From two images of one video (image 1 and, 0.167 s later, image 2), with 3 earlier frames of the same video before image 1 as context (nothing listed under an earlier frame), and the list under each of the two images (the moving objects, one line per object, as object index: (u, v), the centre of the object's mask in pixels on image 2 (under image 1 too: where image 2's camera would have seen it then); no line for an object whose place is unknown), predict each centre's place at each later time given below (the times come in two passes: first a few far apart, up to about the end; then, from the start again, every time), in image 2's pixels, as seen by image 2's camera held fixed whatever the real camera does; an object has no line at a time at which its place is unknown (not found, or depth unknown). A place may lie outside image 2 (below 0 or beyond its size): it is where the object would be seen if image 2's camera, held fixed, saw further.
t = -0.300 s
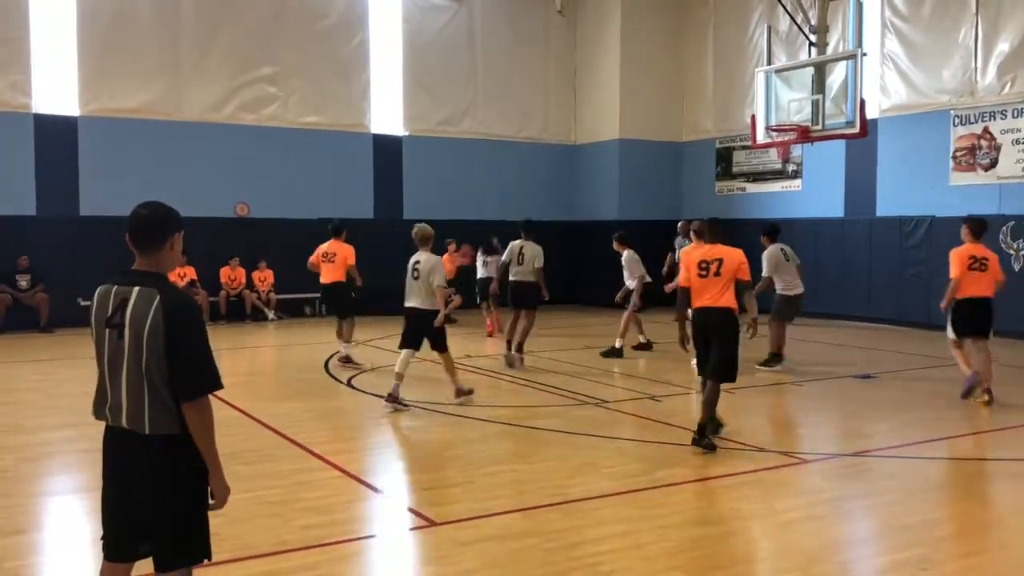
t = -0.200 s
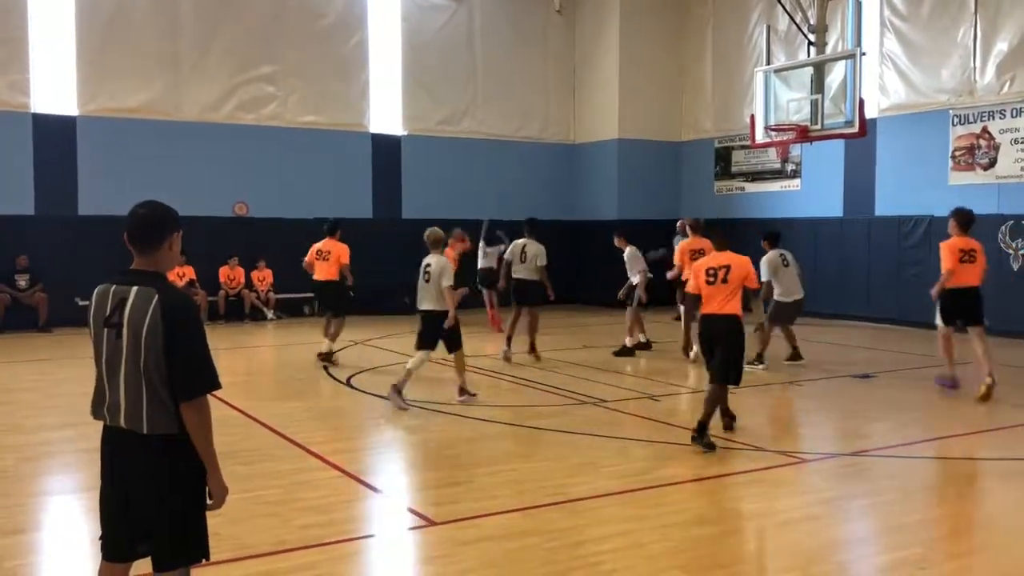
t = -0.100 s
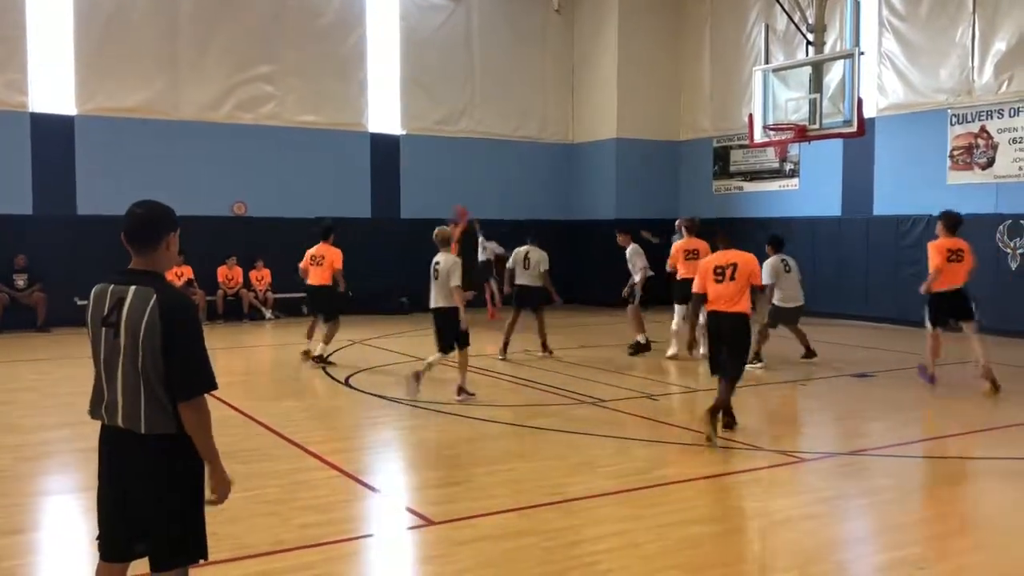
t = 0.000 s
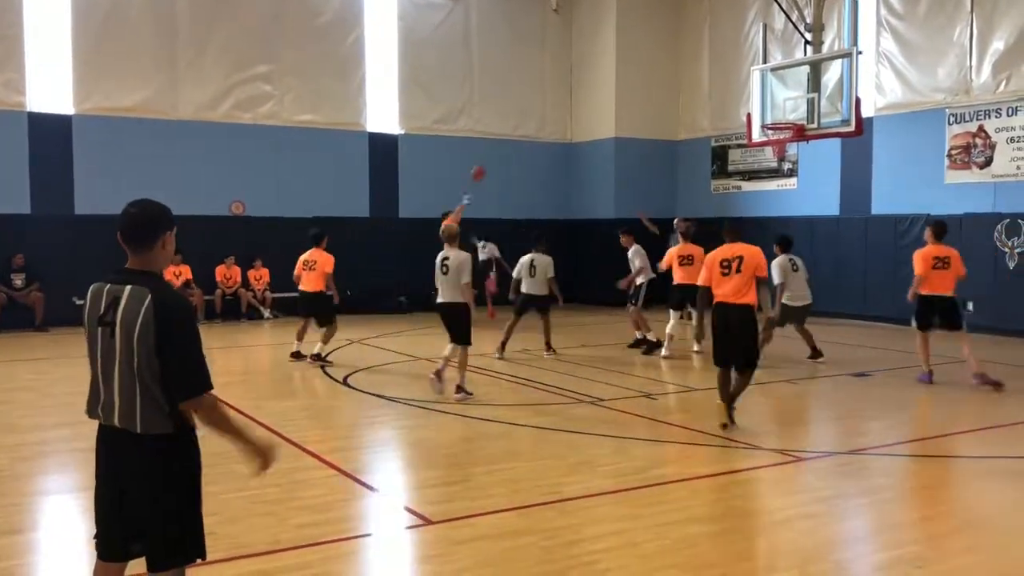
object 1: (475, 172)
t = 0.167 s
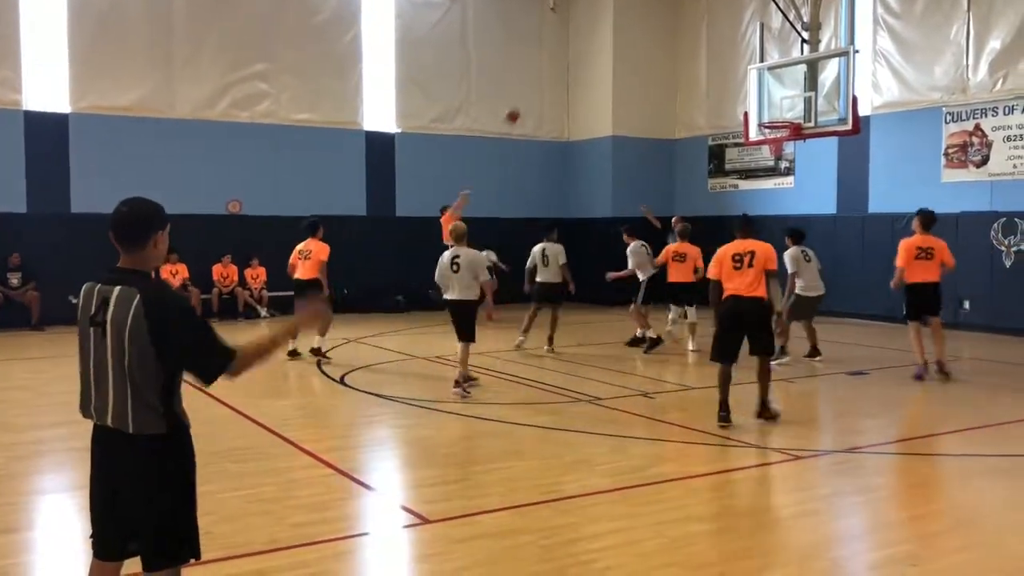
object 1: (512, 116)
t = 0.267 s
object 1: (535, 88)
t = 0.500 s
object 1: (593, 46)
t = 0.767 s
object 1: (664, 38)
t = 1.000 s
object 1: (732, 68)
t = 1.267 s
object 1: (774, 101)
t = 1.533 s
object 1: (761, 64)
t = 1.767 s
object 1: (748, 75)
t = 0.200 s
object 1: (520, 107)
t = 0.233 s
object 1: (528, 97)
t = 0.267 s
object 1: (535, 88)
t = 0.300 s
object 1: (543, 81)
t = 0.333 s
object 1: (551, 74)
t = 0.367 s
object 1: (559, 67)
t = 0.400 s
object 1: (568, 61)
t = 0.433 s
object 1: (576, 56)
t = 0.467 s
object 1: (585, 50)
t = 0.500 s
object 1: (593, 46)
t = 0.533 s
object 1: (602, 43)
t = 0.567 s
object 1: (610, 40)
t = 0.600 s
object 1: (619, 38)
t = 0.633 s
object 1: (629, 36)
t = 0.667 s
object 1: (637, 36)
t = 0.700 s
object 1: (647, 35)
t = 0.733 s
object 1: (655, 35)
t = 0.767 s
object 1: (664, 38)
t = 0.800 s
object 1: (674, 39)
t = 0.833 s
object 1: (683, 42)
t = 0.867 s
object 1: (692, 46)
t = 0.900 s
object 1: (702, 50)
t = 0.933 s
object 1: (712, 55)
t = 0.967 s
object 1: (722, 61)
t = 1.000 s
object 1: (732, 68)
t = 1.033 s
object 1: (740, 76)
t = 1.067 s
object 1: (751, 85)
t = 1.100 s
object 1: (763, 95)
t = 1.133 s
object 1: (773, 104)
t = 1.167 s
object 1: (776, 112)
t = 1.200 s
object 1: (777, 116)
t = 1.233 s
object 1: (776, 109)
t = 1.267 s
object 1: (774, 101)
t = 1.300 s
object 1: (772, 93)
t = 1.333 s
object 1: (770, 87)
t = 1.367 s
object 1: (769, 81)
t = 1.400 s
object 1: (768, 77)
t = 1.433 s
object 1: (766, 72)
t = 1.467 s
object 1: (765, 69)
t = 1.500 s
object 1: (763, 66)
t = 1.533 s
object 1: (761, 64)
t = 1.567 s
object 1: (759, 64)
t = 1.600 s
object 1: (757, 64)
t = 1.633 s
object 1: (756, 64)
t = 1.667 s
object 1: (754, 66)
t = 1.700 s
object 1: (752, 68)
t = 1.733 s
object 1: (750, 71)
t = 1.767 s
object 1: (748, 75)
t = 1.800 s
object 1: (746, 80)
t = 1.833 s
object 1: (744, 85)
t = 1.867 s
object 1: (742, 92)
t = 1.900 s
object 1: (741, 99)
